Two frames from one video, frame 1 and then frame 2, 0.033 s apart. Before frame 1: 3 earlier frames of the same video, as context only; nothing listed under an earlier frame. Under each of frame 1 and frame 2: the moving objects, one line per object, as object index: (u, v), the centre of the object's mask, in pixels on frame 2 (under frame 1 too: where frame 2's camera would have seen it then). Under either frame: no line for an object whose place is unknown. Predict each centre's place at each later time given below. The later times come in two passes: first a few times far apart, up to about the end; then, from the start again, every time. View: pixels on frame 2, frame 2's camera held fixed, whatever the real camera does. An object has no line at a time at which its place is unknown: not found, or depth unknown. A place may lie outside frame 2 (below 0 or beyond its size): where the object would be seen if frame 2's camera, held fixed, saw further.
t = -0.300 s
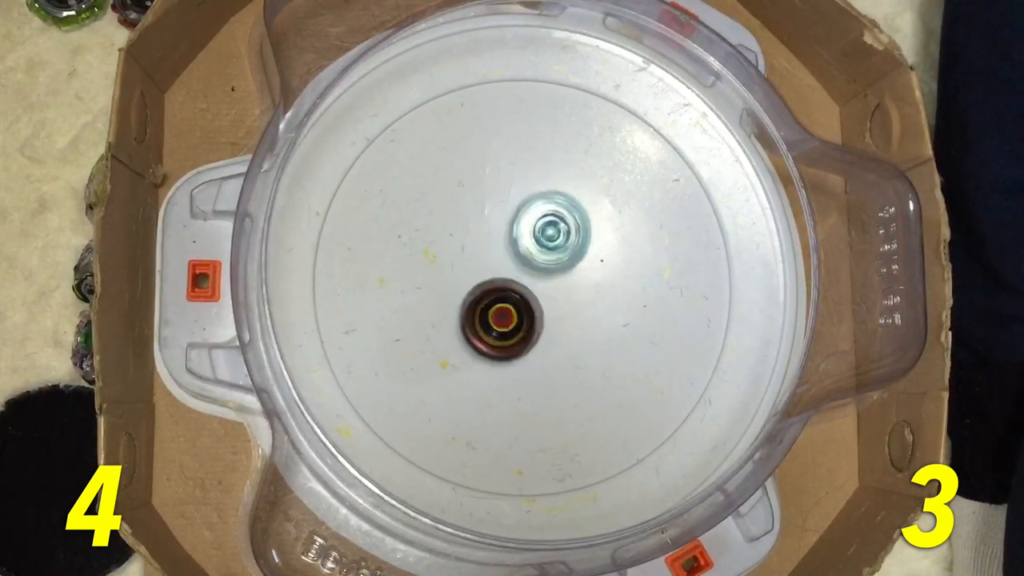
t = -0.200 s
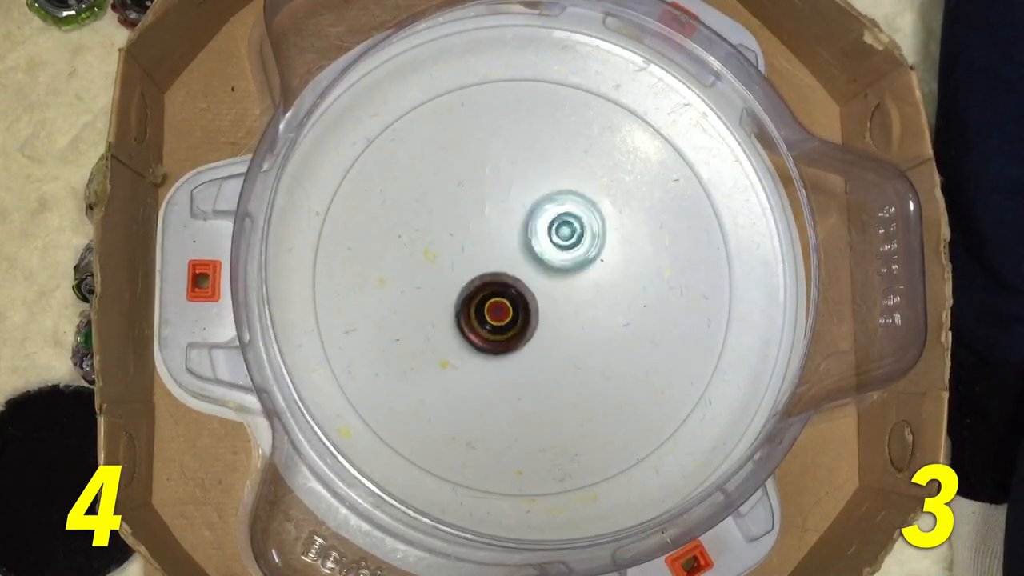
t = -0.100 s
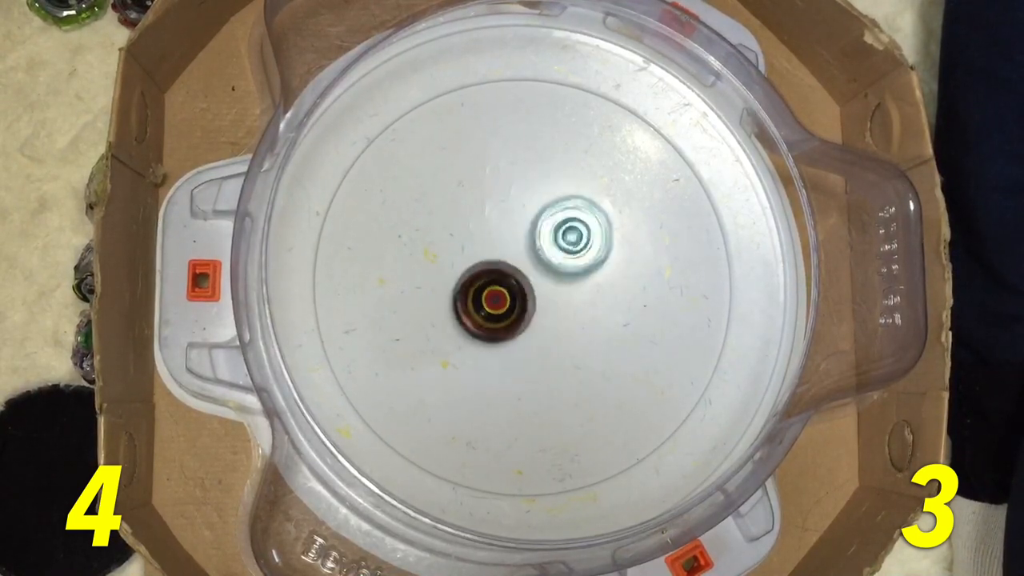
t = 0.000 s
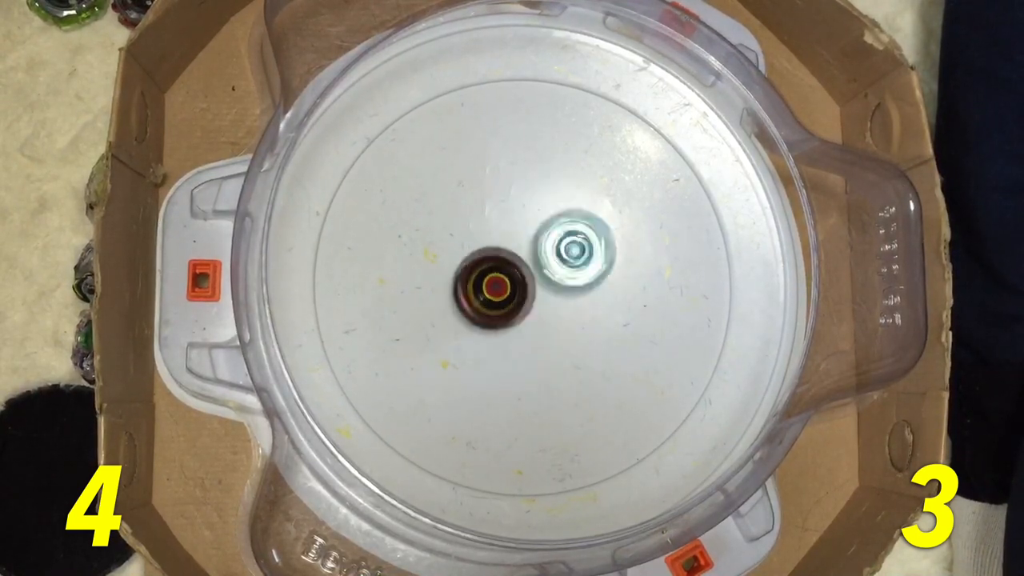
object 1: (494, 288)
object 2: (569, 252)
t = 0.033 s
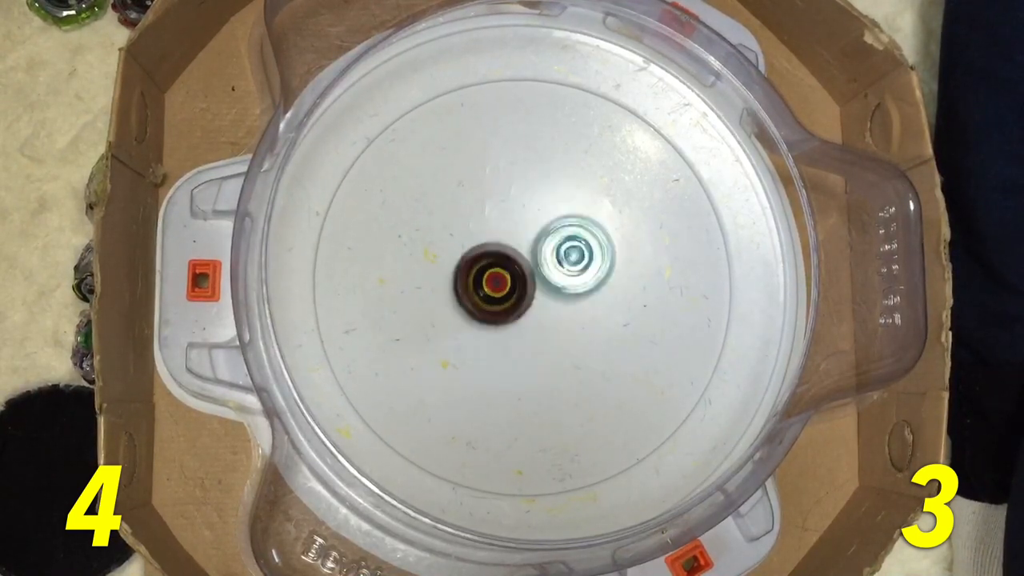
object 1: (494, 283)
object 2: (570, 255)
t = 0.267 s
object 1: (492, 253)
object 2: (586, 285)
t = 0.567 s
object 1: (525, 228)
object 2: (554, 311)
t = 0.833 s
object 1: (553, 231)
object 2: (503, 312)
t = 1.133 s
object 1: (565, 262)
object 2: (474, 285)
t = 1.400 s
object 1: (569, 295)
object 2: (471, 257)
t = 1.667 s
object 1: (552, 321)
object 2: (501, 235)
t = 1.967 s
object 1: (521, 320)
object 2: (533, 231)
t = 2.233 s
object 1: (488, 306)
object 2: (558, 239)
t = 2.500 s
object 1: (480, 266)
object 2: (560, 273)
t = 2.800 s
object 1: (498, 241)
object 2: (542, 310)
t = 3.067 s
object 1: (539, 228)
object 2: (512, 339)
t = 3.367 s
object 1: (575, 256)
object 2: (497, 329)
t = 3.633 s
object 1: (610, 301)
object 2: (463, 260)
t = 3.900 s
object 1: (584, 333)
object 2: (475, 219)
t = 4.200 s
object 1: (517, 314)
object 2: (536, 237)
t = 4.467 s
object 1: (466, 278)
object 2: (569, 248)
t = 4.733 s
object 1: (481, 230)
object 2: (546, 261)
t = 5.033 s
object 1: (541, 206)
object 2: (498, 312)
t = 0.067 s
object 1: (491, 278)
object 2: (572, 261)
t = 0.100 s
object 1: (489, 274)
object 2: (577, 265)
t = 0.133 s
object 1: (488, 270)
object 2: (582, 268)
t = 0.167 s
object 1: (488, 265)
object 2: (586, 271)
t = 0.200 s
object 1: (489, 261)
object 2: (584, 278)
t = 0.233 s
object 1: (490, 257)
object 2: (586, 282)
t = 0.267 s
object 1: (492, 253)
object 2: (586, 285)
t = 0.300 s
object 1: (494, 248)
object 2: (585, 290)
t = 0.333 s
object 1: (497, 245)
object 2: (583, 293)
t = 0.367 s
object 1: (500, 242)
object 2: (581, 298)
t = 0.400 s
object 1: (504, 239)
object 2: (577, 299)
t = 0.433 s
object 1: (507, 235)
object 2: (574, 303)
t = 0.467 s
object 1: (512, 233)
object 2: (568, 303)
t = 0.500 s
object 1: (516, 231)
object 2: (564, 308)
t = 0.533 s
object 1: (521, 229)
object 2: (557, 308)
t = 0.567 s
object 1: (525, 228)
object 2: (554, 311)
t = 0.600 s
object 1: (529, 227)
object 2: (545, 312)
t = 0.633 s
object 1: (533, 227)
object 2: (541, 313)
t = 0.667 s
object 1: (537, 227)
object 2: (533, 313)
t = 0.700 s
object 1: (541, 227)
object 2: (530, 314)
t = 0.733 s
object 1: (545, 228)
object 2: (521, 314)
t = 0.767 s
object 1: (548, 229)
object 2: (515, 314)
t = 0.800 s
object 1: (550, 230)
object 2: (508, 313)
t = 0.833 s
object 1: (553, 231)
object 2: (503, 312)
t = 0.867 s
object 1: (555, 233)
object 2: (498, 311)
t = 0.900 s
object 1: (557, 236)
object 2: (493, 308)
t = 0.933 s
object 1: (559, 239)
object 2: (490, 306)
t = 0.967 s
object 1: (561, 242)
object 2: (486, 302)
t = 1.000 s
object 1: (562, 246)
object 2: (483, 298)
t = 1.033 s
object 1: (564, 249)
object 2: (479, 295)
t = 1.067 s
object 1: (565, 253)
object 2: (478, 292)
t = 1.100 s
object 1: (565, 258)
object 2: (475, 289)
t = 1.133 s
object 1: (565, 262)
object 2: (474, 285)
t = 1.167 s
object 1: (566, 266)
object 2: (473, 280)
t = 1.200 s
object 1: (567, 271)
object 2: (472, 276)
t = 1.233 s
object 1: (569, 276)
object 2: (469, 272)
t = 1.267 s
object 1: (571, 280)
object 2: (469, 269)
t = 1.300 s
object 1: (571, 284)
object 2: (469, 264)
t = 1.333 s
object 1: (571, 288)
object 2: (467, 262)
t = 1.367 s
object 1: (571, 291)
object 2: (469, 258)
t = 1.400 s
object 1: (569, 295)
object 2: (471, 257)
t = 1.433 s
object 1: (567, 299)
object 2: (474, 255)
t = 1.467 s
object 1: (565, 301)
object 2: (475, 256)
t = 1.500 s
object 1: (563, 304)
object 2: (481, 254)
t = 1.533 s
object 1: (561, 308)
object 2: (486, 251)
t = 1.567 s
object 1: (560, 312)
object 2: (490, 248)
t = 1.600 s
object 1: (557, 316)
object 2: (492, 243)
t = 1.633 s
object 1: (554, 319)
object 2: (497, 240)
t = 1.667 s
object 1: (552, 321)
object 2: (501, 235)
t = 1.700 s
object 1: (548, 323)
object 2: (505, 233)
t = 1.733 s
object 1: (545, 324)
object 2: (509, 230)
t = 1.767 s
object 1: (542, 325)
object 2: (511, 230)
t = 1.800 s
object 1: (539, 325)
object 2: (518, 226)
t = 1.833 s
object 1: (535, 325)
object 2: (521, 227)
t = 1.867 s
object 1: (532, 325)
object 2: (527, 226)
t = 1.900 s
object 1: (528, 323)
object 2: (526, 227)
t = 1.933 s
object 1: (524, 322)
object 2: (532, 228)
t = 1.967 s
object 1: (521, 320)
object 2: (533, 231)
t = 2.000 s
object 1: (517, 317)
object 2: (538, 233)
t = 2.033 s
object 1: (513, 316)
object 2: (537, 237)
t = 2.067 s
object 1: (507, 317)
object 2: (543, 236)
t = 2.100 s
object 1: (502, 317)
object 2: (547, 235)
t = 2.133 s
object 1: (498, 315)
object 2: (551, 236)
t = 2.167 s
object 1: (495, 313)
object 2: (555, 235)
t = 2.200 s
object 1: (491, 309)
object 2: (558, 236)
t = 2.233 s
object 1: (488, 306)
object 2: (558, 239)
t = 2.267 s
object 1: (486, 301)
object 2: (561, 240)
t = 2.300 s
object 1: (484, 296)
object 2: (561, 245)
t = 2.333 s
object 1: (483, 290)
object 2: (561, 249)
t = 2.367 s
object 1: (482, 285)
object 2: (559, 254)
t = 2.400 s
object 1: (483, 279)
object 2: (562, 258)
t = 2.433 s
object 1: (482, 275)
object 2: (563, 261)
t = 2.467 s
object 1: (481, 270)
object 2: (560, 266)
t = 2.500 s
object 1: (480, 266)
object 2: (560, 273)
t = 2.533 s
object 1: (480, 262)
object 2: (560, 278)
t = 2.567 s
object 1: (481, 259)
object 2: (557, 283)
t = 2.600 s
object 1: (482, 256)
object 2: (557, 289)
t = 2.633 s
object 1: (483, 252)
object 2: (556, 293)
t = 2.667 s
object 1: (486, 250)
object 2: (552, 297)
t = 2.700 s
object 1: (488, 247)
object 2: (554, 300)
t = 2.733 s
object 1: (491, 244)
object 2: (550, 301)
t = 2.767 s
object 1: (494, 242)
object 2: (548, 309)
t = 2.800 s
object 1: (498, 241)
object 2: (542, 310)
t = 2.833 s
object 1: (502, 239)
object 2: (542, 310)
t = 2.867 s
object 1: (506, 238)
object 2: (537, 314)
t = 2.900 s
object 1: (510, 237)
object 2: (536, 316)
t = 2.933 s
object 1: (514, 236)
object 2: (530, 318)
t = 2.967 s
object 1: (518, 235)
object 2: (529, 320)
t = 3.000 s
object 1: (526, 231)
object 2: (520, 326)
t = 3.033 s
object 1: (533, 229)
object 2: (516, 334)
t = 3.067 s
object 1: (539, 228)
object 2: (512, 339)
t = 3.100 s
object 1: (545, 229)
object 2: (507, 344)
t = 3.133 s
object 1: (550, 230)
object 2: (506, 346)
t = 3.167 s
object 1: (555, 233)
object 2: (507, 347)
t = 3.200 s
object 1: (559, 237)
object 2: (502, 347)
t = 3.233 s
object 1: (564, 241)
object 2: (501, 346)
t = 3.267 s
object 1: (568, 243)
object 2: (501, 344)
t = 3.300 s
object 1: (571, 247)
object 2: (500, 340)
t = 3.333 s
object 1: (574, 251)
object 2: (499, 335)
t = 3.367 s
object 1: (575, 256)
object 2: (497, 329)
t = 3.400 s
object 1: (577, 261)
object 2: (500, 323)
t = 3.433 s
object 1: (578, 266)
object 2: (503, 317)
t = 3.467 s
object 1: (585, 273)
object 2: (500, 308)
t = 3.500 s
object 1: (597, 280)
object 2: (488, 297)
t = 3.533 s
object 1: (604, 285)
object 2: (479, 287)
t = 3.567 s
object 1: (608, 290)
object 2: (467, 275)
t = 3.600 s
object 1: (610, 296)
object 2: (466, 267)
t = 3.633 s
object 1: (610, 301)
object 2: (463, 260)
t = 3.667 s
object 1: (610, 307)
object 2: (460, 251)
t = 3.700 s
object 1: (609, 312)
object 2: (460, 242)
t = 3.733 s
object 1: (606, 317)
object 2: (458, 236)
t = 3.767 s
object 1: (603, 322)
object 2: (461, 233)
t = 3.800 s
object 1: (599, 325)
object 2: (464, 231)
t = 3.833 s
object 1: (595, 329)
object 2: (468, 227)
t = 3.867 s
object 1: (590, 331)
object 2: (470, 224)
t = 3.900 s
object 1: (584, 333)
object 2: (475, 219)
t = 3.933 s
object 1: (577, 334)
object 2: (485, 220)
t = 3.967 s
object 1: (569, 334)
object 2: (486, 220)
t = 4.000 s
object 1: (562, 334)
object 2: (498, 219)
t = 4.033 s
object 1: (555, 333)
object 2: (504, 220)
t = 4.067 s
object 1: (548, 331)
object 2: (509, 220)
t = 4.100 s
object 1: (540, 328)
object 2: (517, 226)
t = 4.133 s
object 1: (532, 323)
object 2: (520, 227)
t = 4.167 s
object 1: (525, 319)
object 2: (529, 232)
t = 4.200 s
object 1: (517, 314)
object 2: (536, 237)
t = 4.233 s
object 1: (504, 313)
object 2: (545, 240)
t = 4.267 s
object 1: (496, 310)
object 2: (556, 241)
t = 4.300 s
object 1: (488, 306)
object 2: (559, 242)
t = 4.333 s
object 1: (481, 302)
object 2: (562, 244)
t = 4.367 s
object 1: (476, 297)
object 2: (565, 244)
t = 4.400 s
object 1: (472, 291)
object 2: (572, 247)
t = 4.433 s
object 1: (468, 284)
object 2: (570, 248)
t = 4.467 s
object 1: (466, 278)
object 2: (569, 248)
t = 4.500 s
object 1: (465, 271)
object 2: (568, 250)
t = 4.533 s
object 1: (464, 265)
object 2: (566, 256)
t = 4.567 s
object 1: (465, 257)
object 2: (559, 258)
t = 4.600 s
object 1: (466, 251)
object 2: (557, 262)
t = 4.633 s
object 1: (469, 245)
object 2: (551, 261)
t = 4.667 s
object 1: (472, 239)
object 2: (547, 260)
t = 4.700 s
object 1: (476, 234)
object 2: (546, 259)
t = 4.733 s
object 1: (481, 230)
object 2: (546, 261)
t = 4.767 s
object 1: (486, 225)
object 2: (544, 266)
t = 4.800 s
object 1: (492, 219)
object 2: (538, 273)
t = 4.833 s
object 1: (498, 216)
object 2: (530, 279)
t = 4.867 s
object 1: (506, 213)
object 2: (523, 283)
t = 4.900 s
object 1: (513, 210)
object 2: (516, 291)
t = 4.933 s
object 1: (519, 207)
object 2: (510, 300)
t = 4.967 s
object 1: (526, 205)
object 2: (505, 305)
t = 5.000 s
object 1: (533, 205)
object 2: (501, 309)
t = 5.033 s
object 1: (541, 206)
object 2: (498, 312)
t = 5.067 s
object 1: (547, 208)
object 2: (495, 314)
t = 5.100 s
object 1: (554, 213)
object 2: (493, 317)
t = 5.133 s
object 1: (561, 216)
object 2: (492, 318)
